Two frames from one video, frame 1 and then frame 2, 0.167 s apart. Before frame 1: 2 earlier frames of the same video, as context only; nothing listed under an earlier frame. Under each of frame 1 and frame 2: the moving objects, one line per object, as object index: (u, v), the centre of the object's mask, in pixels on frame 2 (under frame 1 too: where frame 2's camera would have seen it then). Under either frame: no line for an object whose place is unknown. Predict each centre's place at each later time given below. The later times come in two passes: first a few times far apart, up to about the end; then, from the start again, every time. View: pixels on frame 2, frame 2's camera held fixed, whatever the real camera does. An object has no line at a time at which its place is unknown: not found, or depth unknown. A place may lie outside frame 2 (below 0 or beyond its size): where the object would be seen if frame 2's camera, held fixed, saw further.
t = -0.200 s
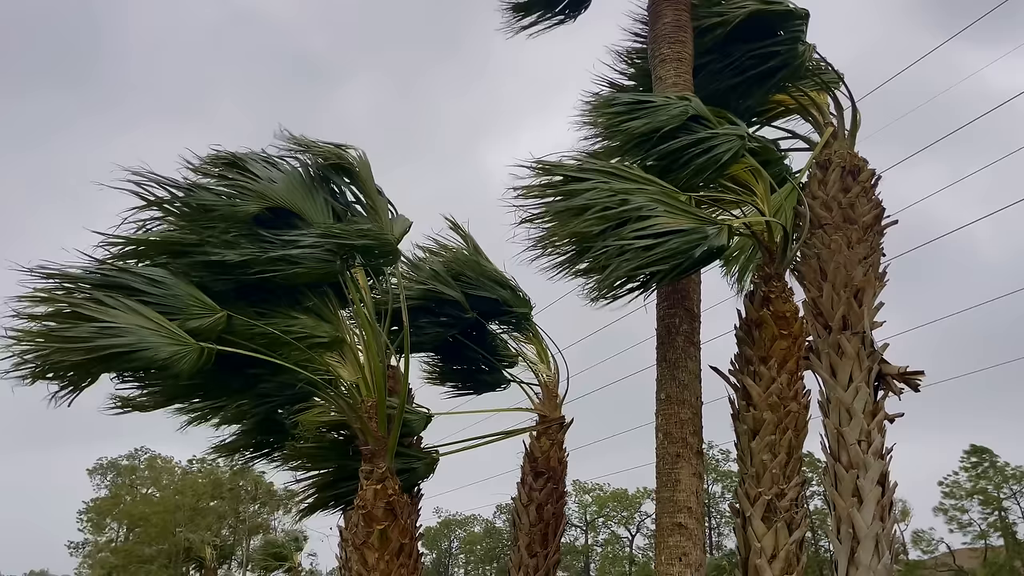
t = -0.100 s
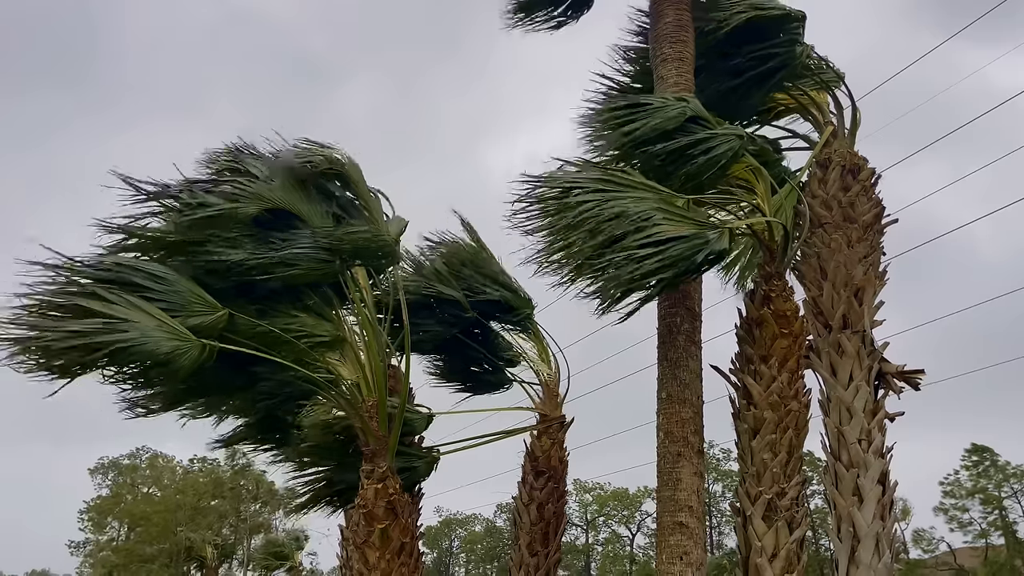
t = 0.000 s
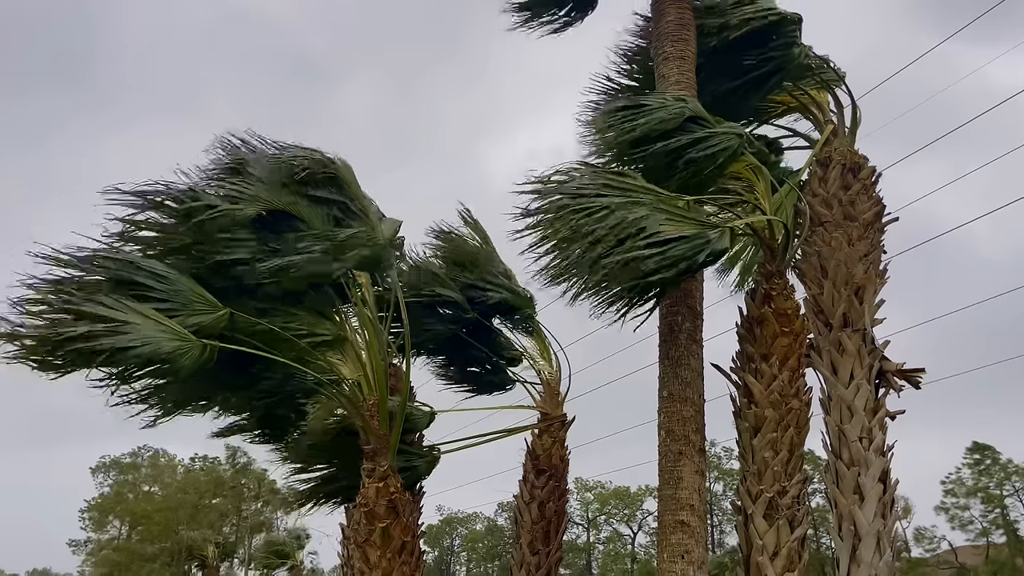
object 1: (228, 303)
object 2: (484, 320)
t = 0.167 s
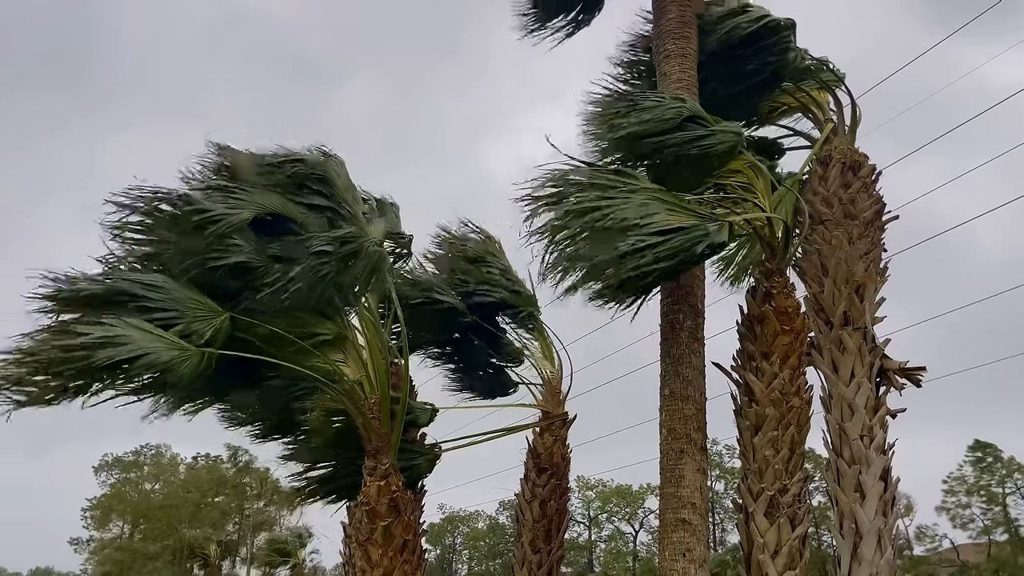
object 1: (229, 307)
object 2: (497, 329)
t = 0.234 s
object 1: (229, 309)
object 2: (497, 328)
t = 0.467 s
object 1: (229, 313)
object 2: (497, 332)
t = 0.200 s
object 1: (229, 309)
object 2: (496, 327)
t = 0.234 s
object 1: (229, 309)
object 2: (497, 328)
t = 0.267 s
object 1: (227, 311)
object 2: (497, 328)
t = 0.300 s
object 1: (228, 311)
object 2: (497, 328)
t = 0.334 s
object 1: (228, 312)
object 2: (486, 329)
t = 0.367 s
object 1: (230, 312)
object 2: (486, 326)
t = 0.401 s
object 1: (230, 312)
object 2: (487, 327)
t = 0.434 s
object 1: (229, 312)
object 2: (486, 328)
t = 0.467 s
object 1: (229, 313)
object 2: (497, 332)
